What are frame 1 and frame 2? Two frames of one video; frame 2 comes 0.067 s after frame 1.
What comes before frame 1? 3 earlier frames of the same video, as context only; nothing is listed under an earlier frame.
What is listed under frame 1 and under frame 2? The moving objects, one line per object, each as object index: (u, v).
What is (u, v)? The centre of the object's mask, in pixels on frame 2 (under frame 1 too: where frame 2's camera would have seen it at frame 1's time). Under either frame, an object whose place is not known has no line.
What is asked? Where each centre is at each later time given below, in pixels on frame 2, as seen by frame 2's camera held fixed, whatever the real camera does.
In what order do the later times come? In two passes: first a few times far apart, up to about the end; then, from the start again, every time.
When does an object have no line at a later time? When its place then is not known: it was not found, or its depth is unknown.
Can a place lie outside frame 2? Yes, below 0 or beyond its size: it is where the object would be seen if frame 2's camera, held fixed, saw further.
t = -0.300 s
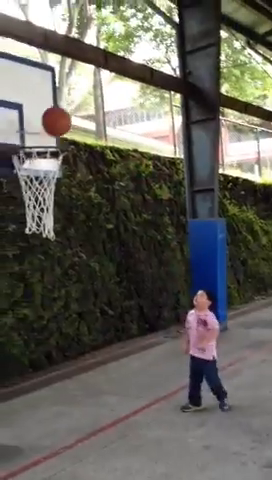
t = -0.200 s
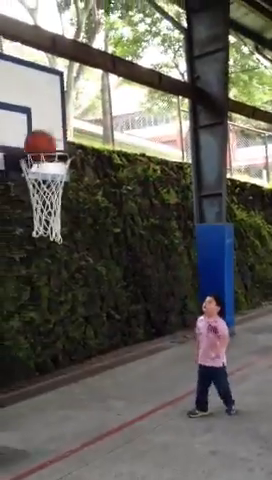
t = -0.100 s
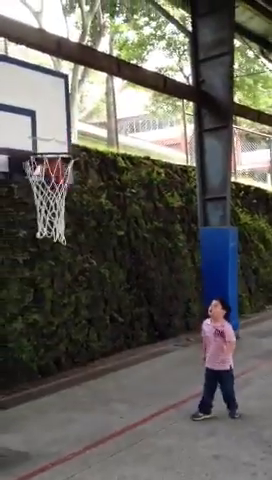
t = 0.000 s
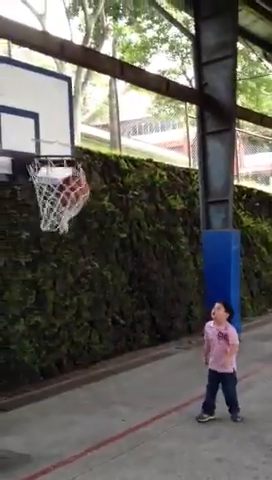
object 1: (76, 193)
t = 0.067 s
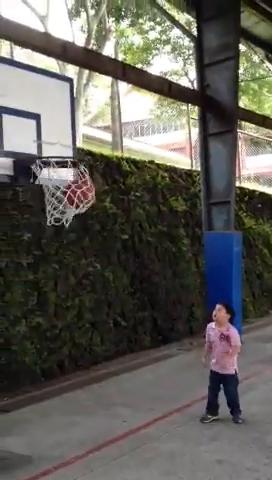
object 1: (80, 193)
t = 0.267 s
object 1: (80, 214)
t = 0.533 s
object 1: (74, 322)
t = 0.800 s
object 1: (67, 442)
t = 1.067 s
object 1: (44, 319)
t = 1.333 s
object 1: (25, 295)
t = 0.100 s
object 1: (81, 196)
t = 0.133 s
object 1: (81, 200)
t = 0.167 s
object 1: (82, 202)
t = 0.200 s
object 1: (82, 206)
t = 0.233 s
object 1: (82, 211)
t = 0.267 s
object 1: (80, 214)
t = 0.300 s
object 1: (80, 225)
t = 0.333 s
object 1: (79, 240)
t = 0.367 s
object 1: (77, 249)
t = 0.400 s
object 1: (76, 259)
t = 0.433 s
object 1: (75, 273)
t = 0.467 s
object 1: (74, 288)
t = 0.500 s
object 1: (74, 305)
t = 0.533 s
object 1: (74, 322)
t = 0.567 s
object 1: (74, 343)
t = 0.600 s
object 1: (73, 363)
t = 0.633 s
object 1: (73, 387)
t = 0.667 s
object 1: (73, 414)
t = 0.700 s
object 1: (73, 440)
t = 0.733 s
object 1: (72, 468)
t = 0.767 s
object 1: (71, 464)
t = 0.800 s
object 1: (67, 442)
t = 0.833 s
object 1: (64, 420)
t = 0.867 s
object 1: (60, 400)
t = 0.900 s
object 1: (58, 382)
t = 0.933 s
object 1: (55, 366)
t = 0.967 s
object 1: (52, 353)
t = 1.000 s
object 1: (49, 340)
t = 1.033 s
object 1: (46, 329)
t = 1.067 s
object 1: (44, 319)
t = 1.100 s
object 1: (42, 311)
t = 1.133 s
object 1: (39, 304)
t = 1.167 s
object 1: (36, 299)
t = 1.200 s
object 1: (34, 296)
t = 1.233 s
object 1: (31, 293)
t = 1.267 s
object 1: (29, 293)
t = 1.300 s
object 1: (27, 293)
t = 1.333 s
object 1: (25, 295)
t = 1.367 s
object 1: (22, 299)
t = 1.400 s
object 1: (21, 304)
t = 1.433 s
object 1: (19, 311)
